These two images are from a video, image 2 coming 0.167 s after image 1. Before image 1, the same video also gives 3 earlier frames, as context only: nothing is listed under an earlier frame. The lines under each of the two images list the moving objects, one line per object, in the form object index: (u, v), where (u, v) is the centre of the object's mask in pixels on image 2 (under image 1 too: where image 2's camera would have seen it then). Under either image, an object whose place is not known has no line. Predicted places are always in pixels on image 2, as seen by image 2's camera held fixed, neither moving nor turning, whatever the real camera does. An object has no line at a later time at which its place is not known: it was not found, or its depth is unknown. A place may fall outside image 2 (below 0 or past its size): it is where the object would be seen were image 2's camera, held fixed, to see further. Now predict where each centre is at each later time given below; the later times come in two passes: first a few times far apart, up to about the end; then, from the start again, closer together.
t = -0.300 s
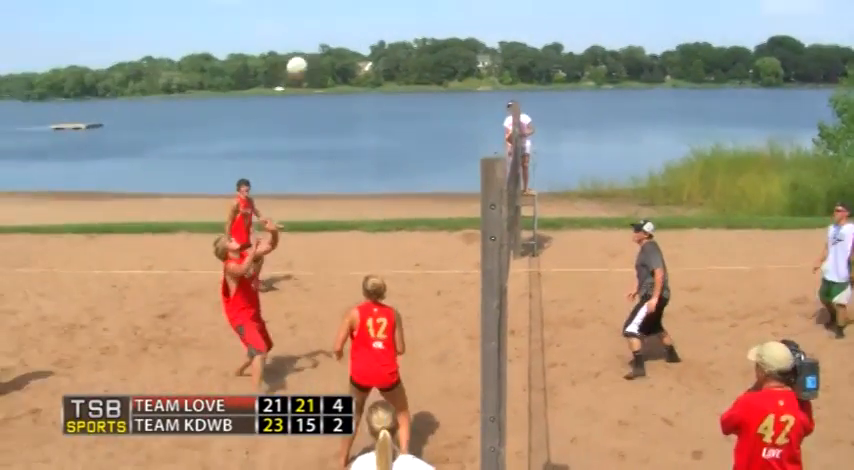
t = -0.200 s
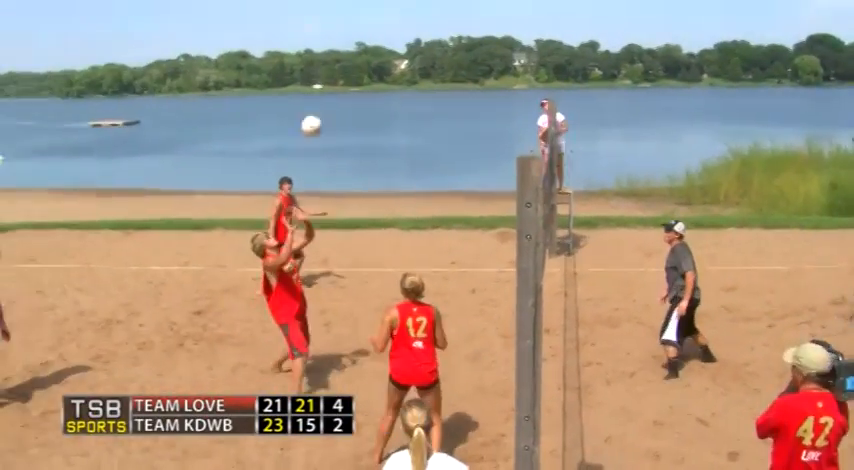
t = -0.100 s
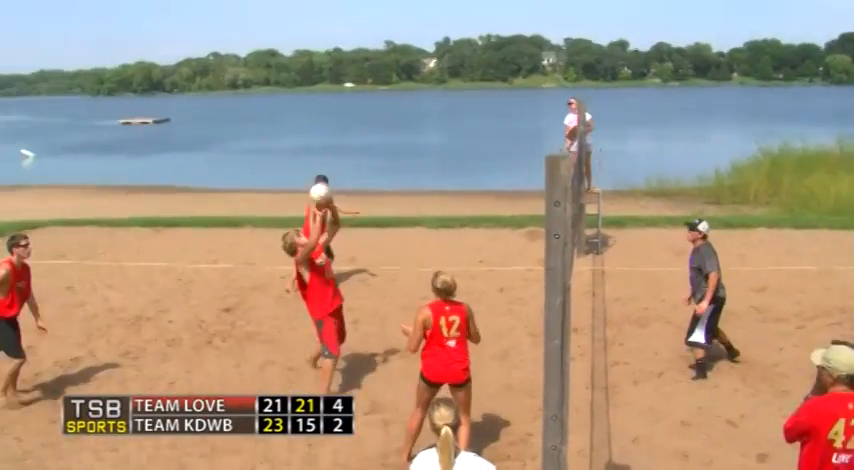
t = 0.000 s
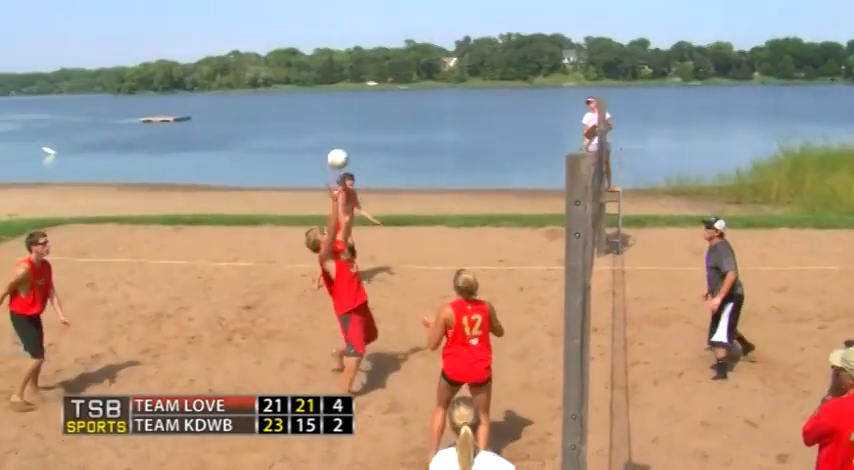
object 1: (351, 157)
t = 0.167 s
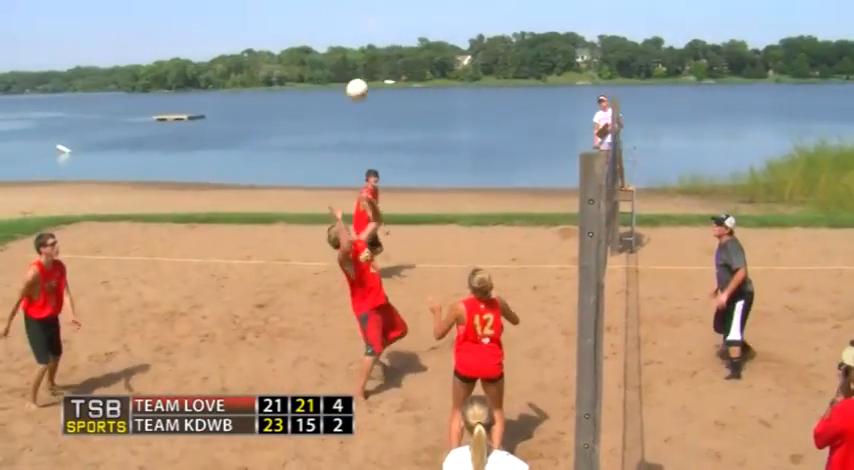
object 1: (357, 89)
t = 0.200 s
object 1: (358, 77)
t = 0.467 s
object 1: (371, 30)
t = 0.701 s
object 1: (382, 44)
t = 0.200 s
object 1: (358, 77)
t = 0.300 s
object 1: (362, 52)
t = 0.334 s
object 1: (363, 43)
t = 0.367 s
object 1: (365, 39)
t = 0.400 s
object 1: (367, 36)
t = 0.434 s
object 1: (368, 32)
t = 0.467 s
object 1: (371, 30)
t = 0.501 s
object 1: (372, 29)
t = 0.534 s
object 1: (375, 29)
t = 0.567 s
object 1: (376, 30)
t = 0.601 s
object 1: (378, 32)
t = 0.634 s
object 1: (380, 36)
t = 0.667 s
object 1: (381, 39)
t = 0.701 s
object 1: (382, 44)
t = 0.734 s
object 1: (385, 52)
